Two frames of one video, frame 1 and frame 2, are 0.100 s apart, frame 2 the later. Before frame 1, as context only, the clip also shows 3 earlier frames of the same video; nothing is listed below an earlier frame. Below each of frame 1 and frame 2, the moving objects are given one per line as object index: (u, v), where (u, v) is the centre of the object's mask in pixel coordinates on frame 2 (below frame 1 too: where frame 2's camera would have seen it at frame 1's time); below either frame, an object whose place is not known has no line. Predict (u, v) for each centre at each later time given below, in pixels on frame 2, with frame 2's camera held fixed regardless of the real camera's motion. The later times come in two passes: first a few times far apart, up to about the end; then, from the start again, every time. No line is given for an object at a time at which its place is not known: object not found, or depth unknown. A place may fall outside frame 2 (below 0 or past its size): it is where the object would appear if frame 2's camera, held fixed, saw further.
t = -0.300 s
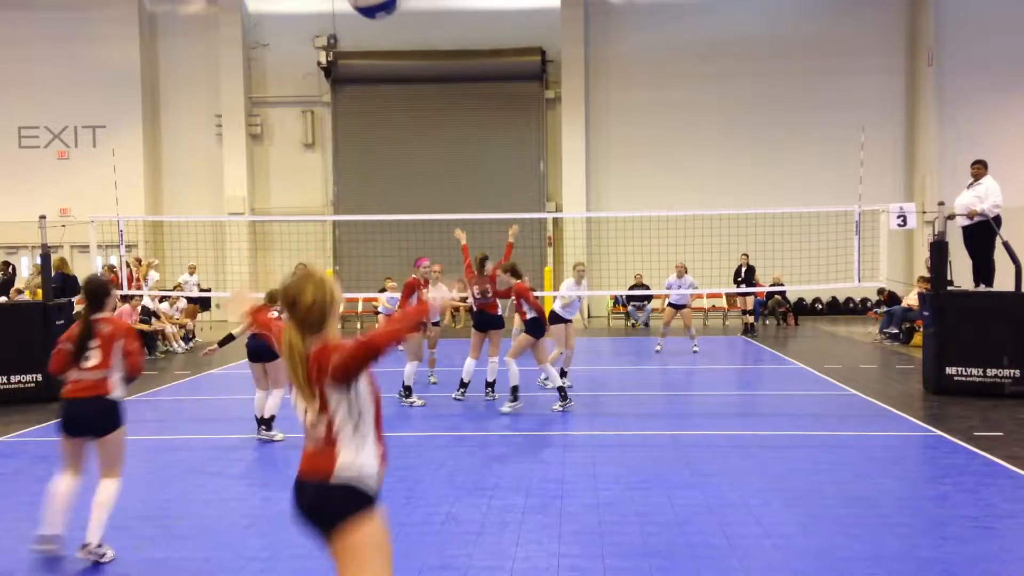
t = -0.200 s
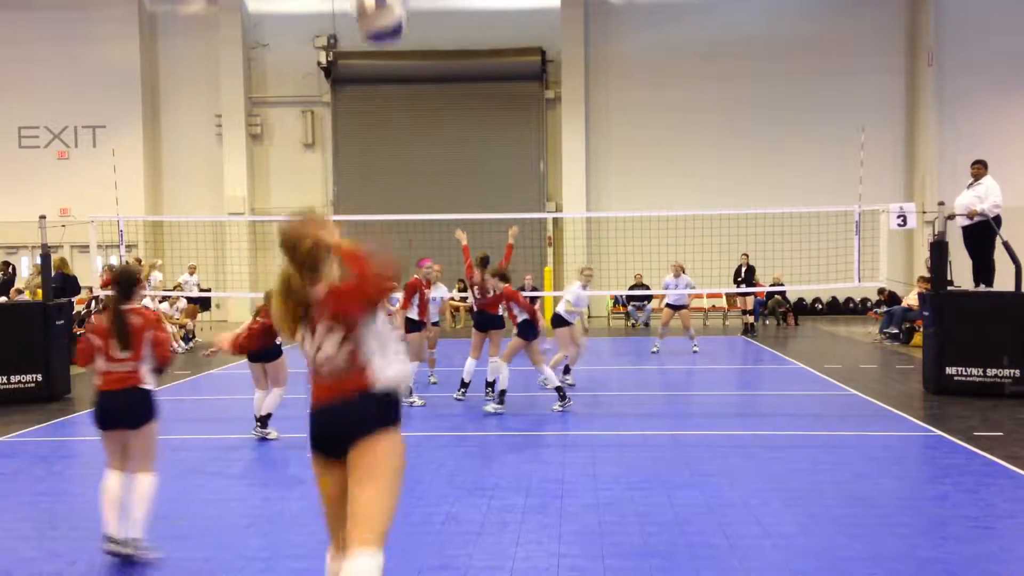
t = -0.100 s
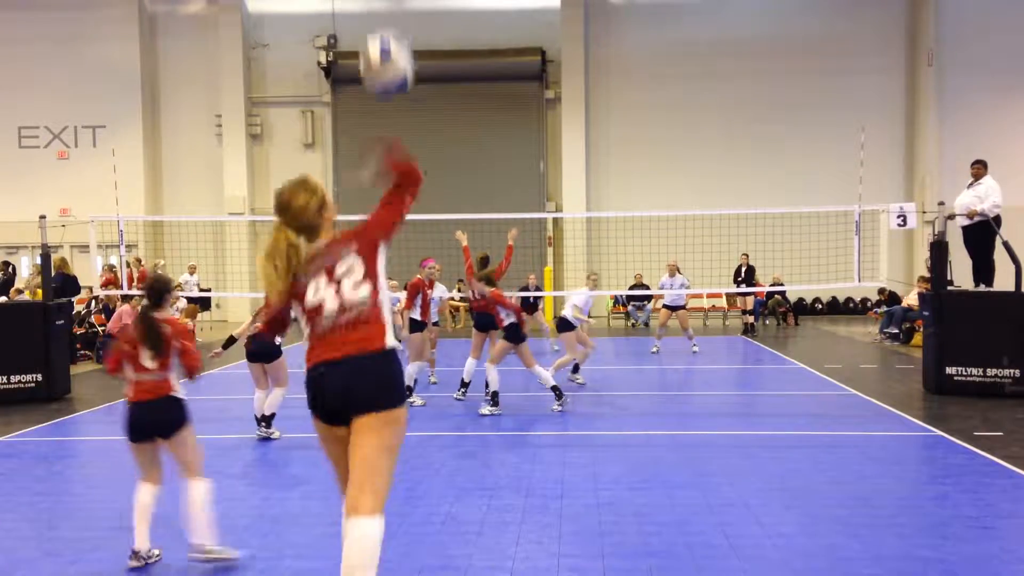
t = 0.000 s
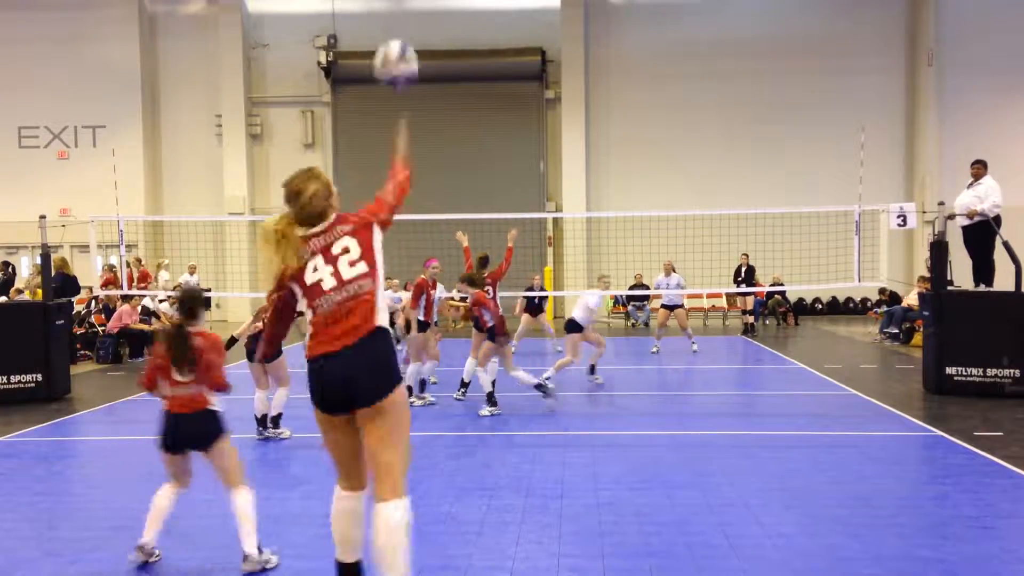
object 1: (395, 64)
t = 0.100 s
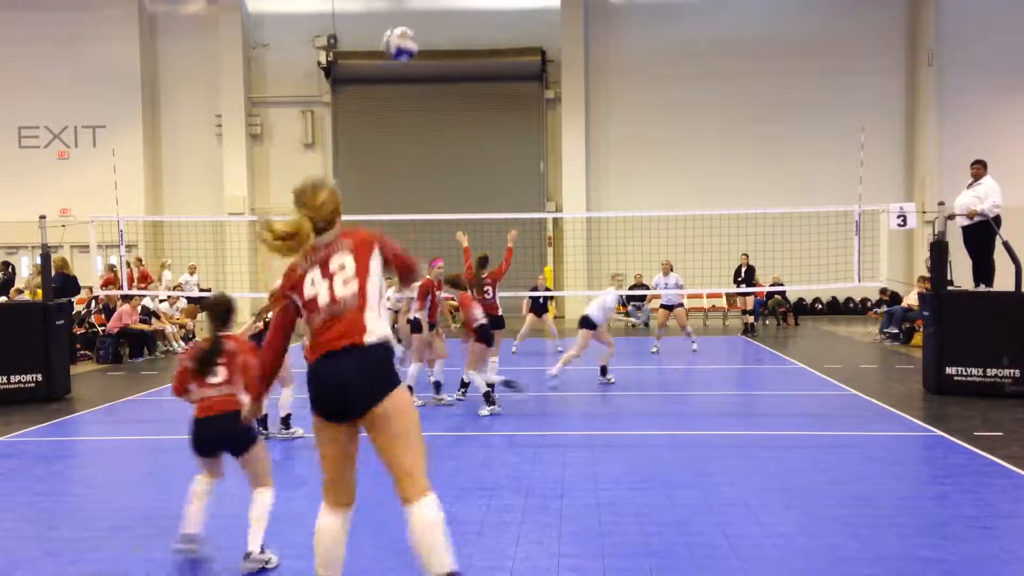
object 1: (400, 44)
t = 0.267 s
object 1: (402, 47)
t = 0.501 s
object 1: (403, 89)
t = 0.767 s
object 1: (411, 152)
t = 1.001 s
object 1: (422, 217)
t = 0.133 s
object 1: (400, 42)
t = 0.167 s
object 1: (401, 42)
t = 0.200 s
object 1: (401, 43)
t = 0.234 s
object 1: (402, 45)
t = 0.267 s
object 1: (402, 47)
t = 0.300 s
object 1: (402, 51)
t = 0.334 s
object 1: (402, 57)
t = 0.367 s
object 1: (401, 64)
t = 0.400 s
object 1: (401, 70)
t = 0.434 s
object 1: (401, 76)
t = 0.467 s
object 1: (402, 82)
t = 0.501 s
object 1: (403, 89)
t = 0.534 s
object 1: (403, 97)
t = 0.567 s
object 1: (404, 104)
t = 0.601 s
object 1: (405, 111)
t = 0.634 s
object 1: (405, 118)
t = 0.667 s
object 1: (407, 127)
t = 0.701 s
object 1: (408, 135)
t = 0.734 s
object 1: (409, 144)
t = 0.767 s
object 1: (411, 152)
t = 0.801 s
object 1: (413, 161)
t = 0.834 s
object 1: (415, 170)
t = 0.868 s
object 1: (415, 179)
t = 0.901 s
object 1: (417, 189)
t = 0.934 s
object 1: (418, 199)
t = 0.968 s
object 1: (419, 207)
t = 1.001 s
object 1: (422, 217)
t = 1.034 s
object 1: (424, 227)
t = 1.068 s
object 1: (425, 237)
